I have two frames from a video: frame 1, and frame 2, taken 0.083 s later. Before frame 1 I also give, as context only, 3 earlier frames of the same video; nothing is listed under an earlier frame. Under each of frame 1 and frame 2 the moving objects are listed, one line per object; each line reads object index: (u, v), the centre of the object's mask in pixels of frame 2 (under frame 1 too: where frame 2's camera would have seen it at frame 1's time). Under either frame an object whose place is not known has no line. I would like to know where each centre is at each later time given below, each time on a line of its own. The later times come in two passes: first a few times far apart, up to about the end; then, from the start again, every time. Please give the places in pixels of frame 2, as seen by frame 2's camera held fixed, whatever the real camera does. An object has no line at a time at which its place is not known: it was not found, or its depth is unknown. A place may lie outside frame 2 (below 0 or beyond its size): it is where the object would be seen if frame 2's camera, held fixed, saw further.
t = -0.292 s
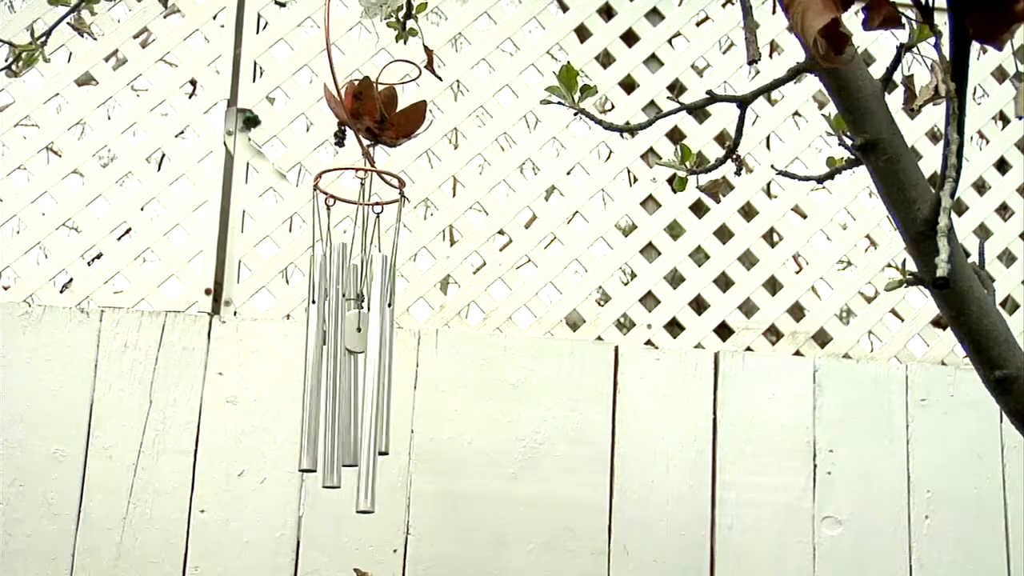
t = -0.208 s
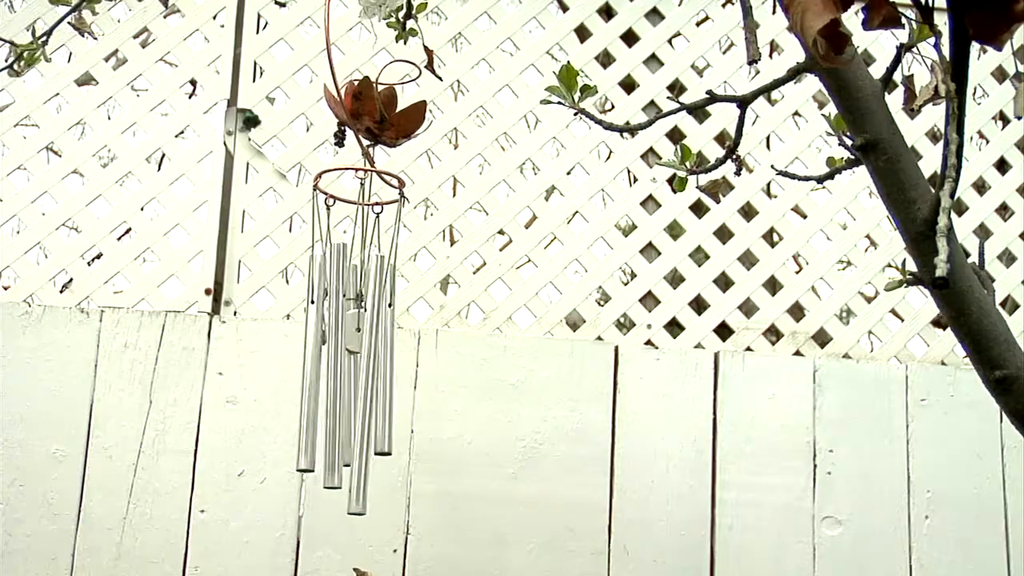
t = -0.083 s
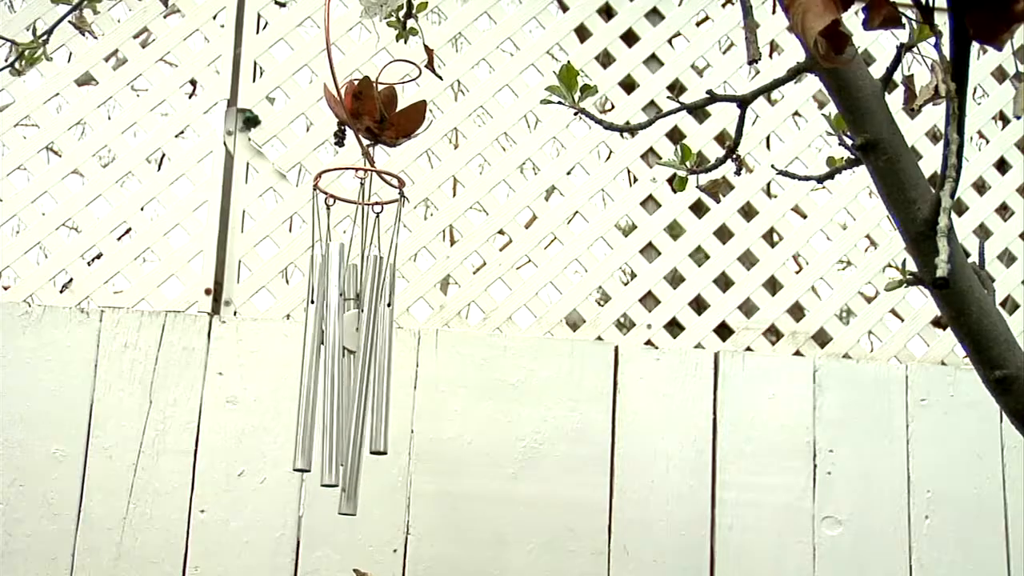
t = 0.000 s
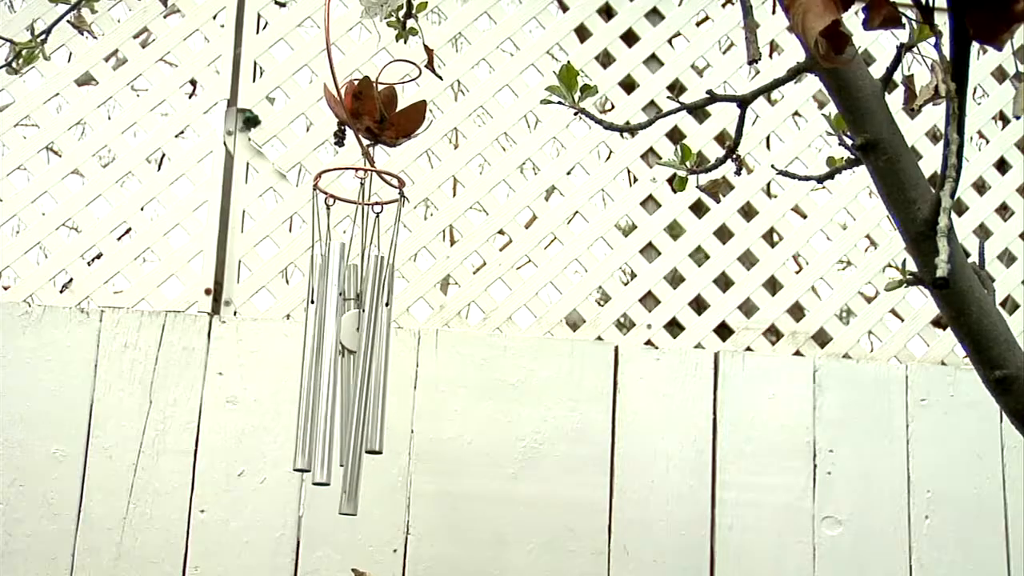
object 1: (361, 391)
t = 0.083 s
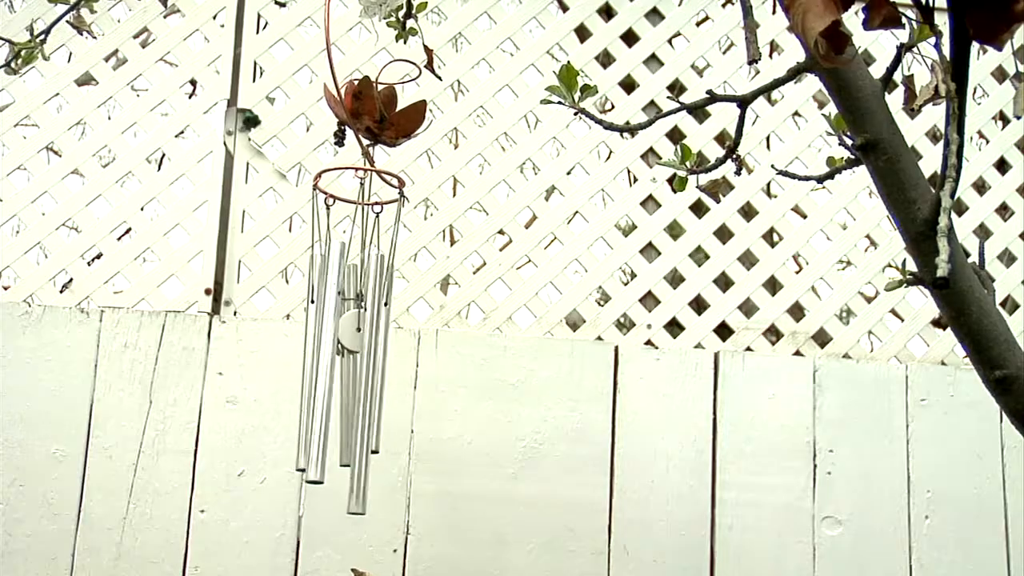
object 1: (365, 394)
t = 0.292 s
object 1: (380, 382)
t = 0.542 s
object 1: (368, 388)
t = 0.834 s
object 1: (362, 391)
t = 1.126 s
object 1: (379, 386)
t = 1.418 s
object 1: (362, 389)
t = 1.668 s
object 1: (367, 391)
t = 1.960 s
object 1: (382, 382)
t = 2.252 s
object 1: (360, 388)
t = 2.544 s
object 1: (379, 387)
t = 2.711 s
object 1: (384, 381)
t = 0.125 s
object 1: (369, 390)
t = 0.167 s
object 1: (373, 386)
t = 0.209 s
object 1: (375, 386)
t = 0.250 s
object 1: (378, 382)
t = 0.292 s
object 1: (380, 382)
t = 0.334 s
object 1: (381, 382)
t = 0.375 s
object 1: (380, 382)
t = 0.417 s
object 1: (378, 387)
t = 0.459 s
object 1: (375, 389)
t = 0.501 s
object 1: (372, 388)
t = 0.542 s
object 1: (368, 388)
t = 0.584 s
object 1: (365, 388)
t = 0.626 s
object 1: (363, 387)
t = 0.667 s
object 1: (360, 391)
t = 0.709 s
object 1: (359, 391)
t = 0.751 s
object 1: (359, 392)
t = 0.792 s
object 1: (360, 391)
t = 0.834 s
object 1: (362, 391)
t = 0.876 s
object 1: (365, 390)
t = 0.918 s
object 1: (368, 388)
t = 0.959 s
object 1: (372, 388)
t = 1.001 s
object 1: (375, 386)
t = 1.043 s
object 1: (377, 386)
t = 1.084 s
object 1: (378, 386)
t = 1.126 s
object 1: (379, 386)
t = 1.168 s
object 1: (378, 386)
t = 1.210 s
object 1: (376, 388)
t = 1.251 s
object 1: (374, 388)
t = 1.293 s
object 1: (371, 388)
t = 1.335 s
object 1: (368, 388)
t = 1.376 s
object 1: (364, 388)
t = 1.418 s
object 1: (362, 389)
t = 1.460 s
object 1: (361, 389)
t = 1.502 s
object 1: (360, 390)
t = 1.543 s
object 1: (361, 389)
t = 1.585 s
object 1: (362, 389)
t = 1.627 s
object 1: (364, 390)
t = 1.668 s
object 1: (367, 391)
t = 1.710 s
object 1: (371, 386)
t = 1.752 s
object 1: (374, 386)
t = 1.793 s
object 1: (377, 386)
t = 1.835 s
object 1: (380, 383)
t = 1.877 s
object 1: (382, 383)
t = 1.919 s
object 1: (382, 382)
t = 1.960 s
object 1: (382, 382)
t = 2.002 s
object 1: (380, 383)
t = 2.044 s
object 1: (376, 387)
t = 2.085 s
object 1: (372, 386)
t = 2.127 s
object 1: (368, 388)
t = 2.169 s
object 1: (364, 386)
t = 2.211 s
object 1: (361, 390)
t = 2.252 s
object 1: (360, 388)
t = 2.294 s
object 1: (360, 389)
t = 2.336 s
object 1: (361, 392)
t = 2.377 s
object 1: (364, 387)
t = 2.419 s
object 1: (367, 388)
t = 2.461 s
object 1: (372, 386)
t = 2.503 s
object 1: (375, 387)
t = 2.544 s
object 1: (379, 387)
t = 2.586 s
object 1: (382, 383)
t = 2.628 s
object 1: (384, 383)
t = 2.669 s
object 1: (385, 382)
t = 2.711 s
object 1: (384, 381)
